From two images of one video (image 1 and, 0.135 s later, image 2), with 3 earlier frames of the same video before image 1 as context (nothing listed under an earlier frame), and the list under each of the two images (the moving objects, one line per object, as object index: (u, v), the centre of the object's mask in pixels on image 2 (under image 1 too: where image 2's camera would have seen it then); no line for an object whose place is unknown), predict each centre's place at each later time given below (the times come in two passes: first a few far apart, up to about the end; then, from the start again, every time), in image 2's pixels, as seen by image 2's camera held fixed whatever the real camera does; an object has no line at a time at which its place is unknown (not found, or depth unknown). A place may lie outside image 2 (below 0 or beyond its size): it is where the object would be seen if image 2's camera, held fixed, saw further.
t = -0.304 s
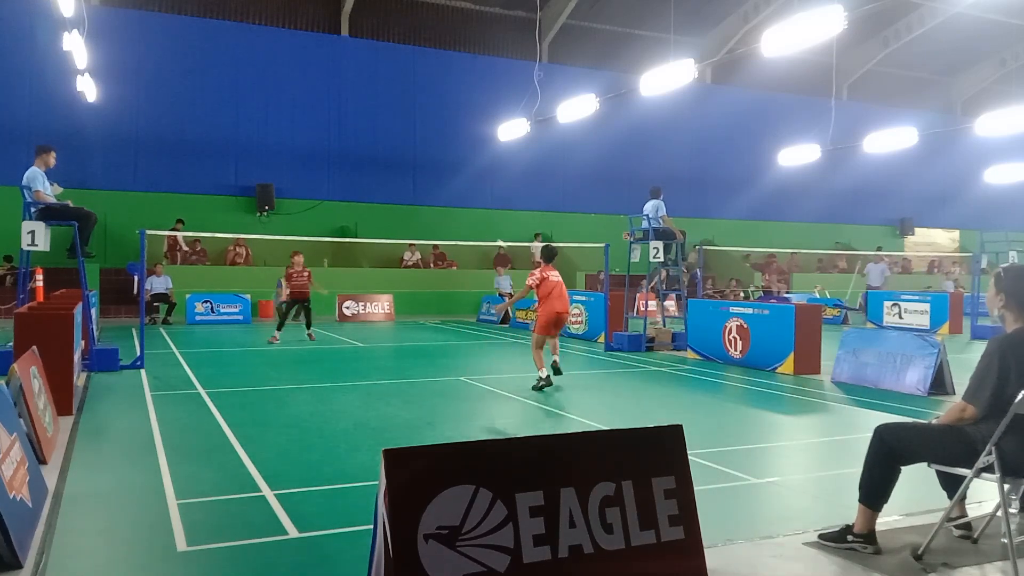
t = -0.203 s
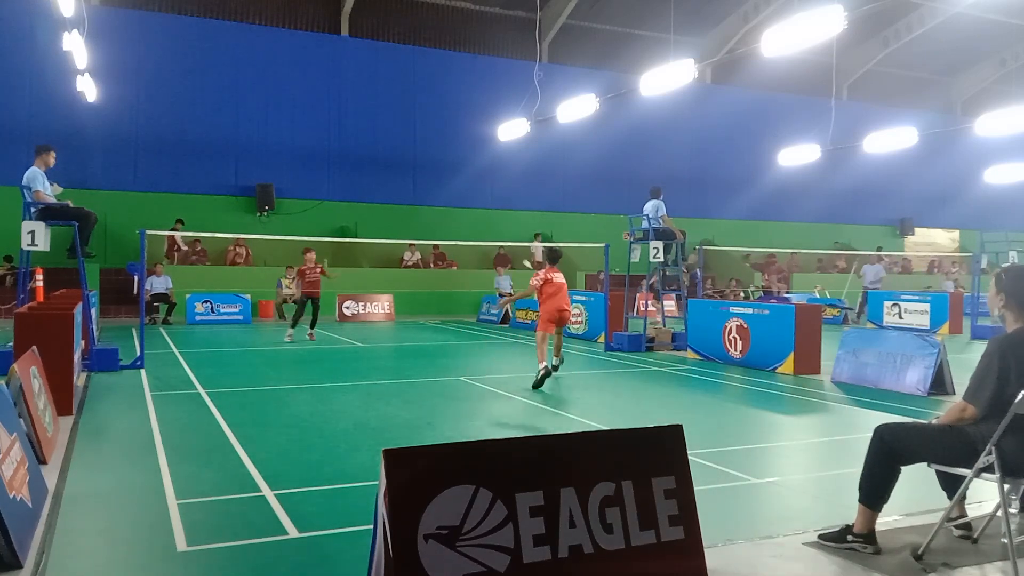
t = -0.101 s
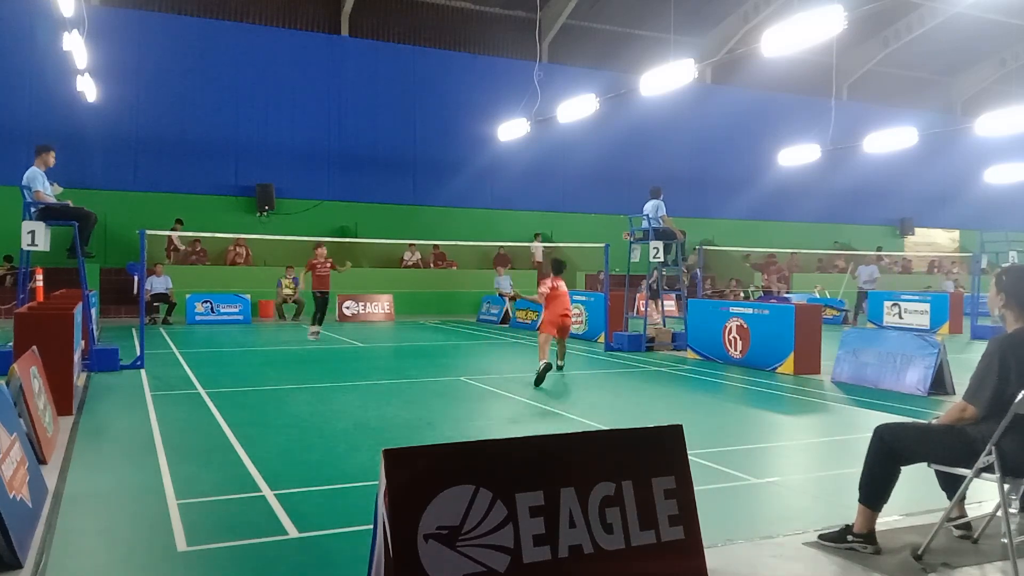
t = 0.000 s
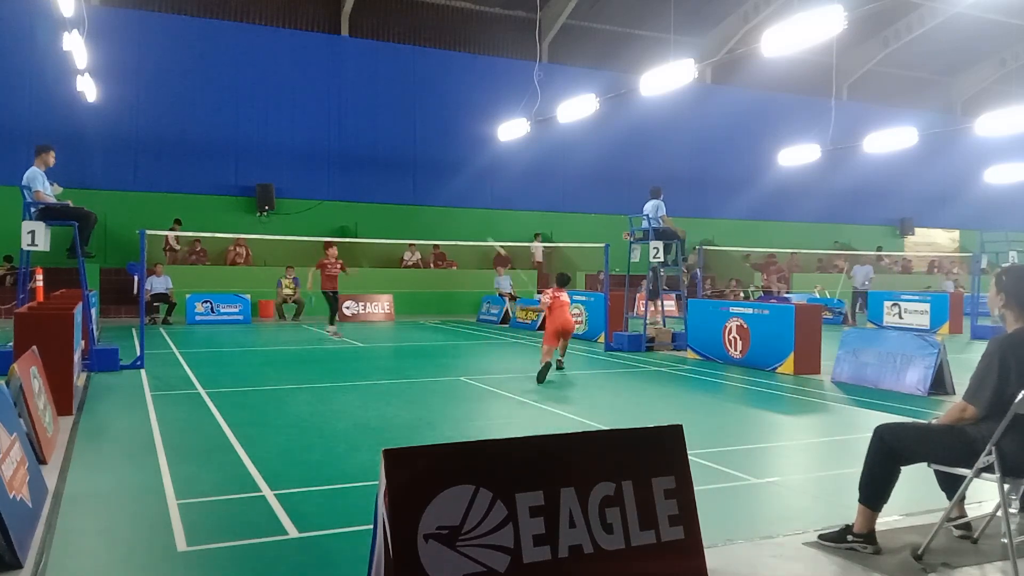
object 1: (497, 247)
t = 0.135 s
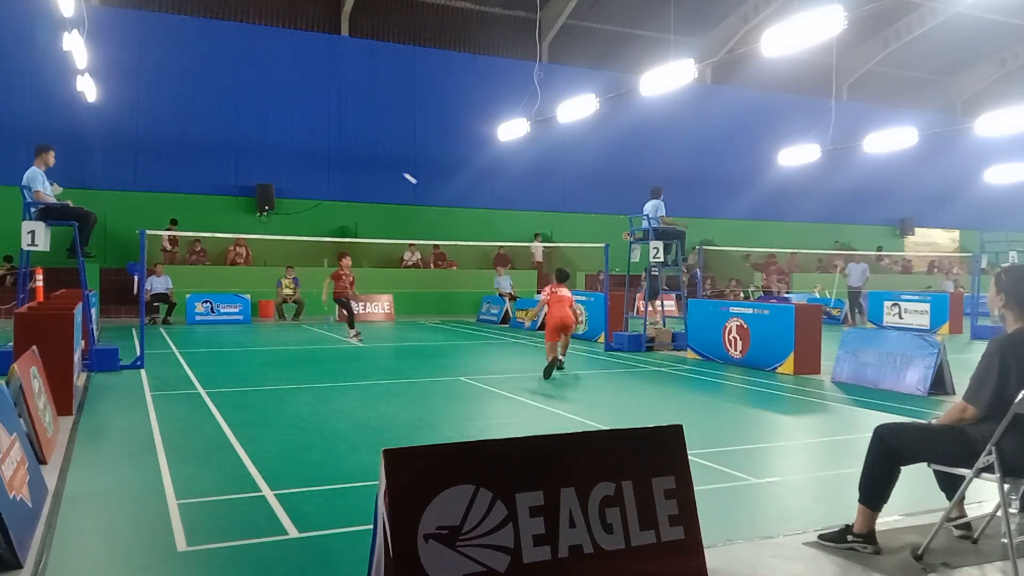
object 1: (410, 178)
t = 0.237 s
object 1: (366, 149)
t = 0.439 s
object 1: (303, 126)
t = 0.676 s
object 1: (253, 135)
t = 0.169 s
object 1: (394, 167)
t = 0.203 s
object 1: (379, 157)
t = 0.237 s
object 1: (366, 149)
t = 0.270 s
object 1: (353, 143)
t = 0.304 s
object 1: (342, 138)
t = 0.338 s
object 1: (331, 133)
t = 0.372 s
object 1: (321, 130)
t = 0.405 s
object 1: (312, 128)
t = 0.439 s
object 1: (303, 126)
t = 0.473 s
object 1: (294, 126)
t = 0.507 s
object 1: (287, 126)
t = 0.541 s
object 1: (279, 126)
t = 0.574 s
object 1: (272, 128)
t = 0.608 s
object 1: (265, 129)
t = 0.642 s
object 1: (259, 132)
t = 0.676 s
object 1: (253, 135)
